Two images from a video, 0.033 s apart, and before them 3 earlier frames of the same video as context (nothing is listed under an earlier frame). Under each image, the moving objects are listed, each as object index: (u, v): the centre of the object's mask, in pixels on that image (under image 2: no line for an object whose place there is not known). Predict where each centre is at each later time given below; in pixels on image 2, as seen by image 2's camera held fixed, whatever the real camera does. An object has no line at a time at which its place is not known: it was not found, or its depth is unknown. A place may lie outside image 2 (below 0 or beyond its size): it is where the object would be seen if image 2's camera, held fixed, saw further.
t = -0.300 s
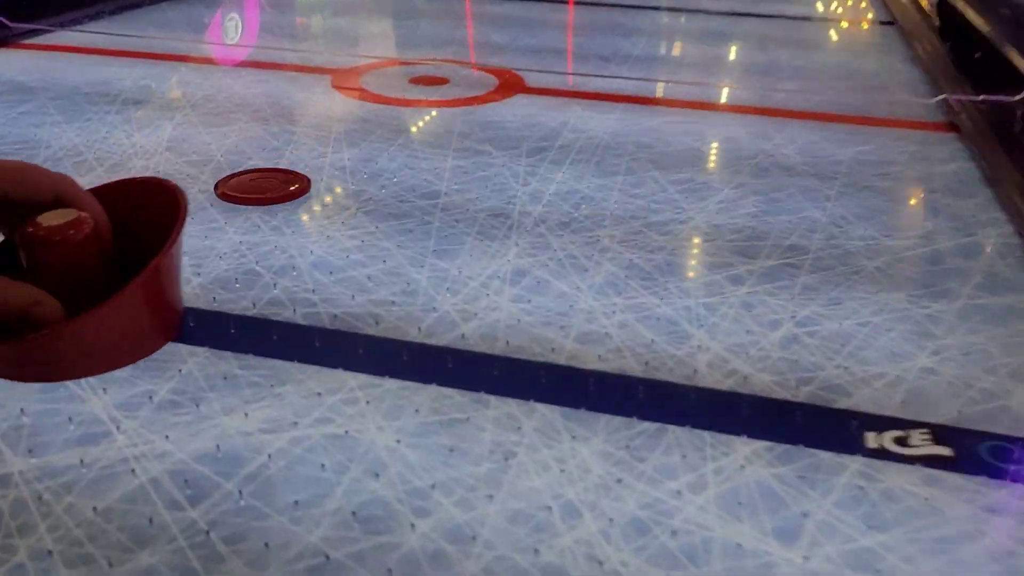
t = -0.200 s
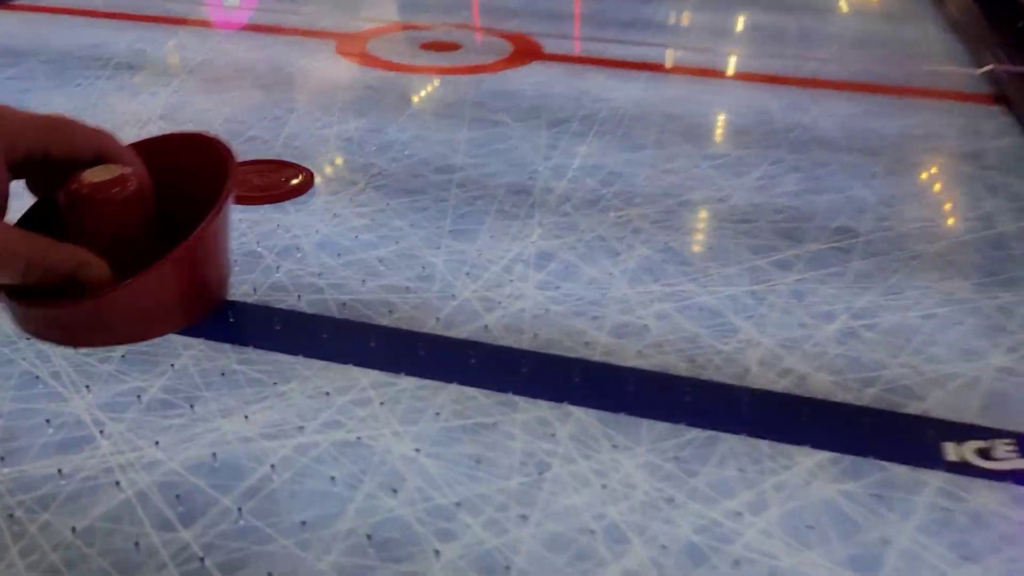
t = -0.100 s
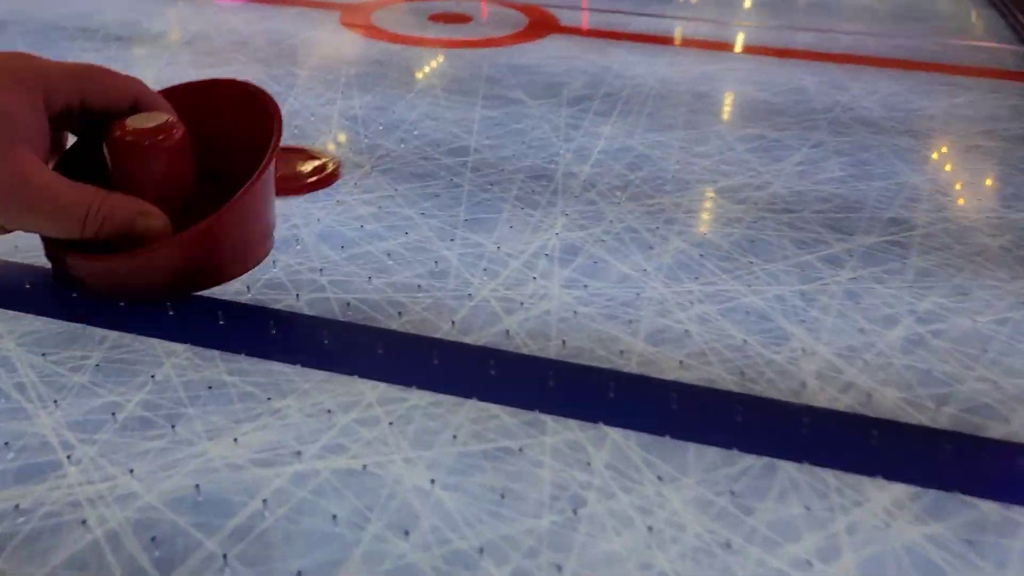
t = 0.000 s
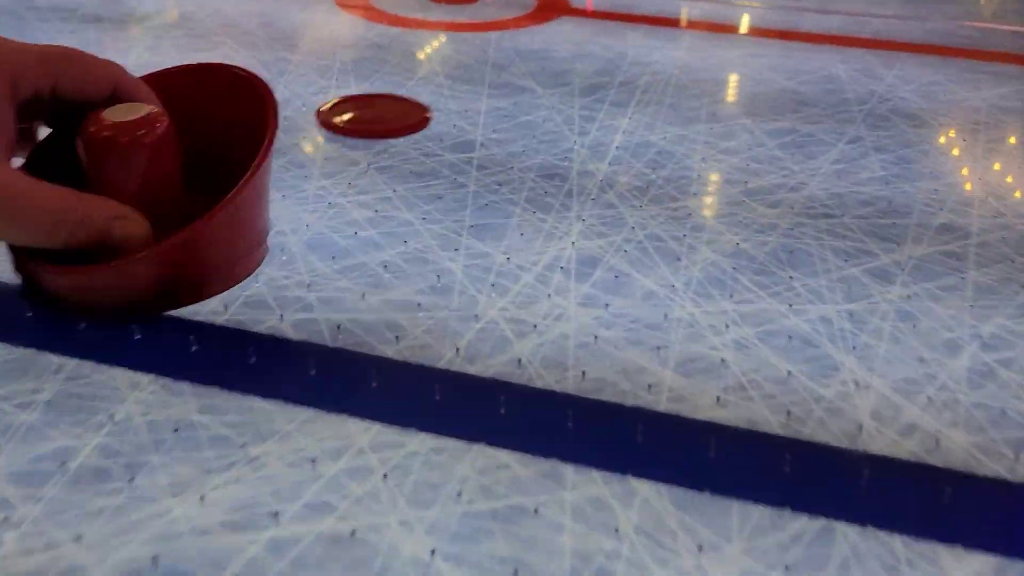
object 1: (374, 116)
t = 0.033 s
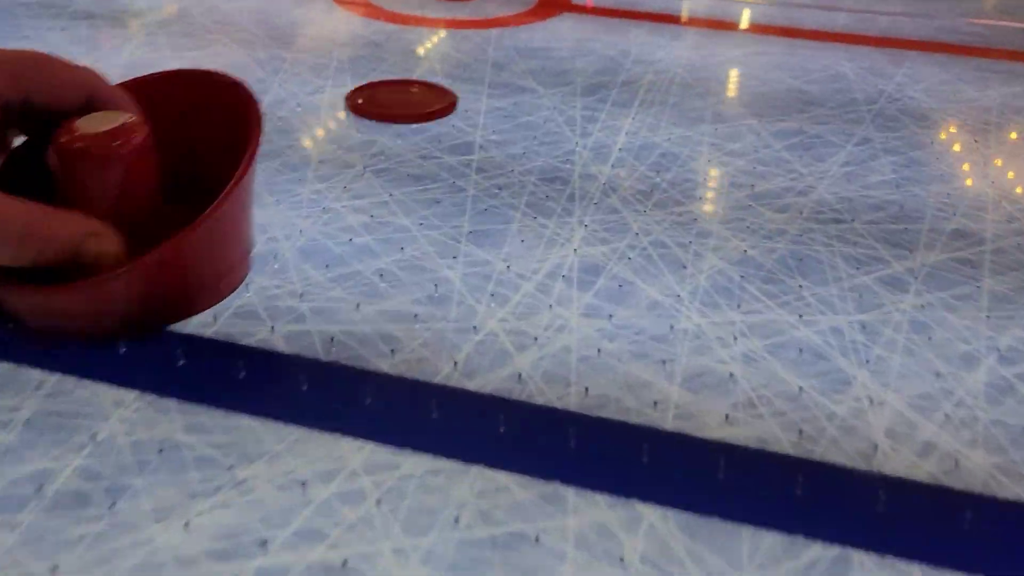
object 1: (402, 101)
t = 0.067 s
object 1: (430, 87)
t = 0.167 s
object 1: (506, 51)
